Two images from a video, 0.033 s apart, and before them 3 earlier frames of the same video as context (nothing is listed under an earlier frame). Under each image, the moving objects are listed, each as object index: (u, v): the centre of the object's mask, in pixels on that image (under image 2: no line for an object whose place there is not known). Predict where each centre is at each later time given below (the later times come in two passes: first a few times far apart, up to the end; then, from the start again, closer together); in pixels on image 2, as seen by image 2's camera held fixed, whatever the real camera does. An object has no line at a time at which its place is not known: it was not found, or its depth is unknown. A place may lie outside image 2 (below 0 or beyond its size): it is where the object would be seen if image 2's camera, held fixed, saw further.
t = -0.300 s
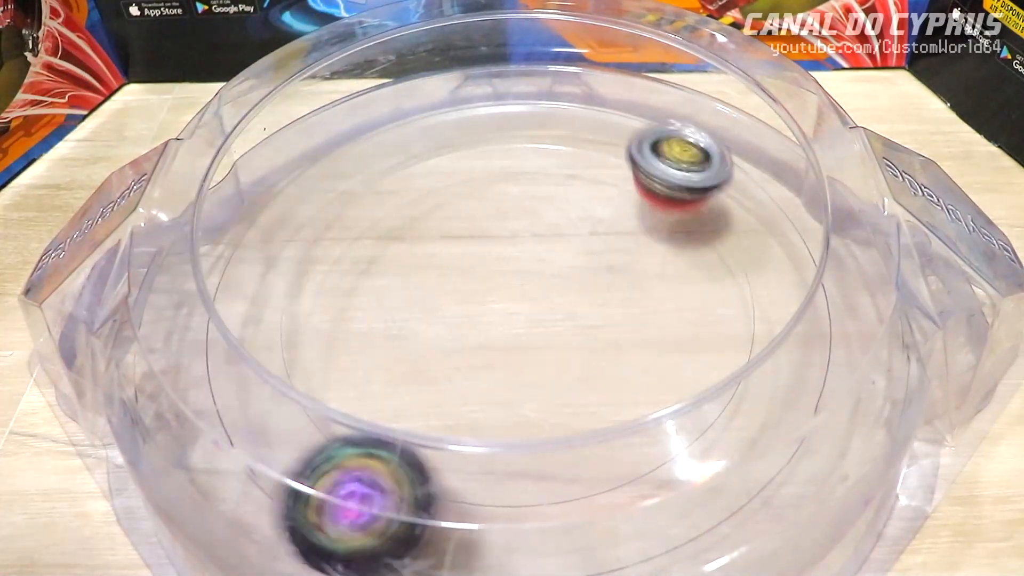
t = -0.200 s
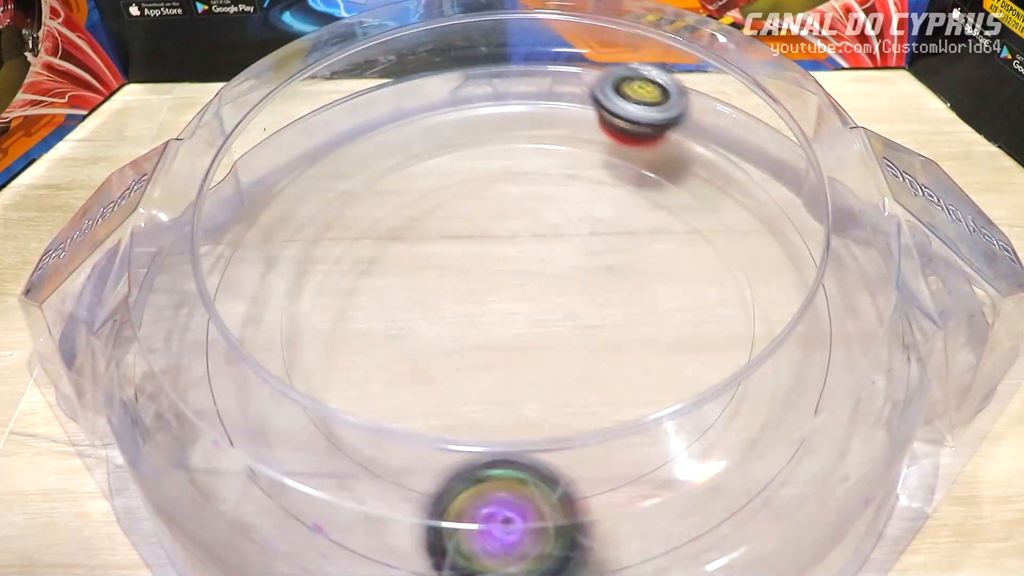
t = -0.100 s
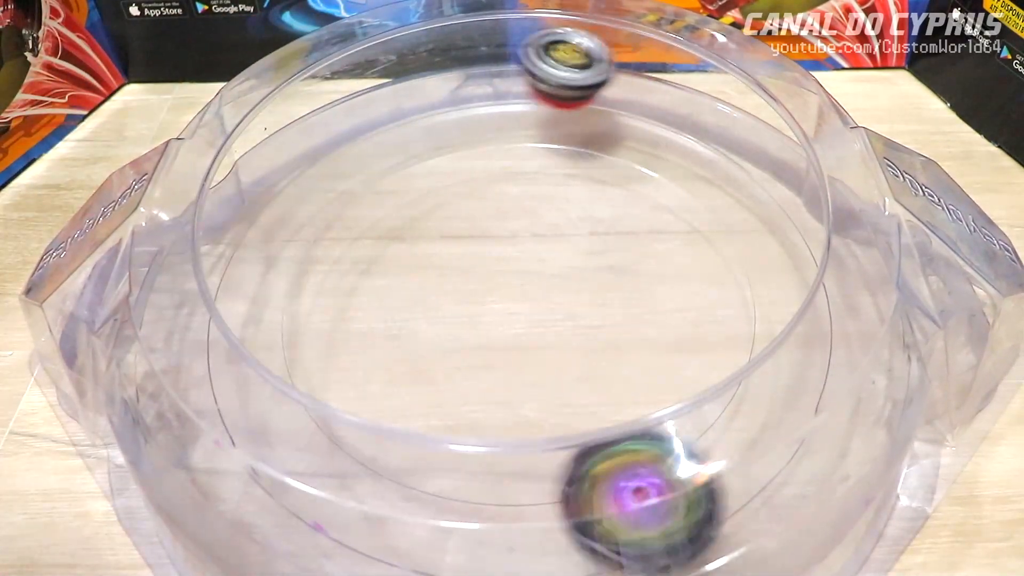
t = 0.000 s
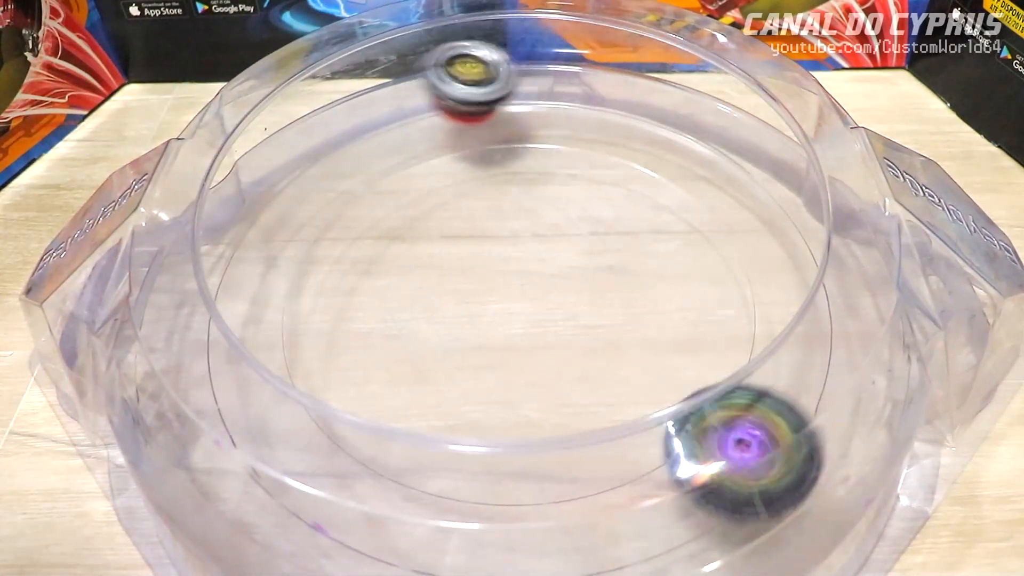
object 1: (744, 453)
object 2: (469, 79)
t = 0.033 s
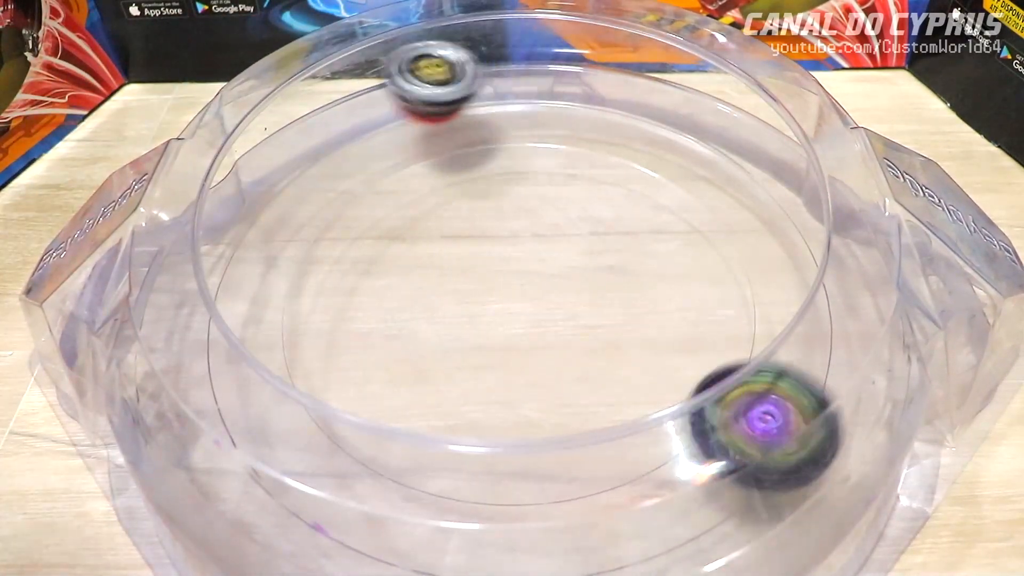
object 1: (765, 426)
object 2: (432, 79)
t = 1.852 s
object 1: (820, 284)
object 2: (262, 253)
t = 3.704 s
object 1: (245, 245)
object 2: (789, 440)
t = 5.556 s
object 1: (728, 312)
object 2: (630, 87)
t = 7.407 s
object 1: (273, 311)
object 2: (731, 132)
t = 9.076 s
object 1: (646, 187)
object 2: (644, 513)
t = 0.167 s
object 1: (816, 341)
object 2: (295, 126)
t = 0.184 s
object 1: (816, 330)
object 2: (284, 133)
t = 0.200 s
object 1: (818, 320)
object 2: (269, 137)
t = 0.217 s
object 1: (820, 310)
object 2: (270, 151)
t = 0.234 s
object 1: (820, 301)
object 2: (267, 158)
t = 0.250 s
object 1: (818, 290)
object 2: (264, 167)
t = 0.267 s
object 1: (814, 281)
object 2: (265, 179)
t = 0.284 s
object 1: (815, 272)
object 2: (265, 192)
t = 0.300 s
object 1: (814, 263)
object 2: (265, 199)
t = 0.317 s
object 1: (812, 255)
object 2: (266, 206)
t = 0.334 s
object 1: (809, 248)
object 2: (271, 219)
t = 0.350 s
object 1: (806, 240)
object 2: (274, 224)
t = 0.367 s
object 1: (803, 233)
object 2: (279, 233)
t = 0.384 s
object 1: (801, 226)
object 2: (286, 239)
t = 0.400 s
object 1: (798, 219)
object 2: (294, 249)
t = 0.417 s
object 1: (794, 214)
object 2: (303, 259)
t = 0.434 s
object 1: (781, 208)
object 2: (316, 269)
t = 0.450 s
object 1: (778, 202)
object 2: (327, 282)
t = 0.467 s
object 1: (776, 197)
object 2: (346, 295)
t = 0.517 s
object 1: (764, 181)
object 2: (409, 335)
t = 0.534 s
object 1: (760, 176)
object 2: (435, 346)
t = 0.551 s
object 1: (756, 171)
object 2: (464, 356)
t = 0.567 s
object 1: (752, 167)
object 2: (498, 364)
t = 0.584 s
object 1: (746, 163)
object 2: (531, 367)
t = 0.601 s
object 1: (740, 159)
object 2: (565, 369)
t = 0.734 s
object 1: (689, 132)
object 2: (792, 299)
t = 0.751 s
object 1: (682, 129)
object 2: (812, 288)
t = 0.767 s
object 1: (673, 126)
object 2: (829, 282)
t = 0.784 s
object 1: (666, 123)
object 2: (842, 264)
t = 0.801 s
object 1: (658, 122)
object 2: (846, 244)
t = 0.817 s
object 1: (651, 119)
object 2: (850, 234)
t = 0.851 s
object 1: (634, 116)
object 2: (850, 217)
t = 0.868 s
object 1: (626, 115)
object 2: (854, 201)
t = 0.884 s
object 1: (617, 113)
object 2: (861, 187)
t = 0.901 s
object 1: (609, 113)
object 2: (852, 183)
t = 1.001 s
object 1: (550, 112)
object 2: (778, 170)
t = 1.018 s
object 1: (537, 114)
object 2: (765, 169)
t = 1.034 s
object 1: (525, 115)
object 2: (753, 164)
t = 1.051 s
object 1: (512, 119)
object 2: (739, 162)
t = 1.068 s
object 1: (499, 123)
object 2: (725, 159)
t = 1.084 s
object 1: (486, 128)
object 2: (715, 153)
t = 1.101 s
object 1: (471, 135)
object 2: (701, 150)
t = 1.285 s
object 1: (343, 271)
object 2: (584, 84)
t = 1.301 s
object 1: (340, 290)
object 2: (574, 78)
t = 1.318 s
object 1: (340, 305)
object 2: (563, 74)
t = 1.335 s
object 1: (343, 326)
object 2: (551, 71)
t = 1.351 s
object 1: (350, 342)
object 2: (537, 72)
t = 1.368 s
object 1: (363, 357)
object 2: (521, 75)
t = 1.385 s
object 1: (377, 370)
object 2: (508, 76)
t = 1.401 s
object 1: (393, 379)
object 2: (492, 79)
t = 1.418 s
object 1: (407, 402)
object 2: (477, 80)
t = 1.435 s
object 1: (428, 415)
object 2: (464, 83)
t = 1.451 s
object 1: (451, 426)
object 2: (450, 84)
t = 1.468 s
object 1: (475, 433)
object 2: (438, 87)
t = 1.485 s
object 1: (503, 440)
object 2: (426, 89)
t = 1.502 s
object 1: (530, 452)
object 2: (414, 92)
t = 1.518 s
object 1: (558, 447)
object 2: (402, 94)
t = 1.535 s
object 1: (587, 446)
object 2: (391, 99)
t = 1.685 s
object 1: (785, 383)
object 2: (301, 157)
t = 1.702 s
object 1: (801, 375)
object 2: (293, 165)
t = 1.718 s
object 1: (812, 367)
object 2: (286, 173)
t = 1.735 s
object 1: (817, 355)
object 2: (280, 181)
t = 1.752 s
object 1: (818, 343)
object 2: (275, 191)
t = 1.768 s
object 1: (816, 331)
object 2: (270, 200)
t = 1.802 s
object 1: (819, 312)
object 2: (264, 219)
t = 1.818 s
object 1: (820, 302)
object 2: (262, 231)
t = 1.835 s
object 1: (820, 293)
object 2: (261, 241)
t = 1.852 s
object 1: (820, 284)
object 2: (262, 253)
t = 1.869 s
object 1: (823, 277)
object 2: (264, 264)
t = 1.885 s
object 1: (821, 269)
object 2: (265, 277)
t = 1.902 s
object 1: (817, 261)
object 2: (266, 290)
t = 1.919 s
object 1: (814, 253)
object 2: (271, 303)
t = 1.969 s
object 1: (802, 233)
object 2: (294, 345)
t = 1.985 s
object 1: (802, 227)
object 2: (307, 360)
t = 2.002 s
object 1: (799, 221)
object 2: (328, 376)
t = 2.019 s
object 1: (797, 217)
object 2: (345, 390)
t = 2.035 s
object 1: (793, 212)
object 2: (370, 406)
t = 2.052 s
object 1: (783, 208)
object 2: (396, 418)
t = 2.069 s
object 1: (782, 203)
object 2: (424, 429)
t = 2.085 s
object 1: (780, 199)
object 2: (462, 438)
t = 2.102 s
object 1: (779, 195)
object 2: (497, 444)
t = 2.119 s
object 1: (777, 192)
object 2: (532, 447)
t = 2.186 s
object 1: (768, 178)
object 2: (674, 429)
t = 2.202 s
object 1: (765, 175)
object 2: (706, 420)
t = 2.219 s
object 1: (763, 172)
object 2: (732, 412)
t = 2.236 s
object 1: (759, 169)
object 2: (763, 398)
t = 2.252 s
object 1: (756, 167)
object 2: (790, 385)
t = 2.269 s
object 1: (753, 164)
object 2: (814, 372)
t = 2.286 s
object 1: (749, 162)
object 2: (827, 355)
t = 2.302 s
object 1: (744, 160)
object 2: (834, 334)
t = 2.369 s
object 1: (727, 153)
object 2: (846, 259)
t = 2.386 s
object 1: (723, 151)
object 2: (850, 245)
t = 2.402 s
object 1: (718, 150)
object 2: (850, 230)
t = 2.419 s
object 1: (713, 149)
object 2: (848, 217)
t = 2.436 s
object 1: (709, 148)
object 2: (845, 199)
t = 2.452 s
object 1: (703, 147)
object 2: (845, 188)
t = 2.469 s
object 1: (697, 147)
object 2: (838, 178)
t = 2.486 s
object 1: (693, 146)
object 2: (825, 173)
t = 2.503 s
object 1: (687, 145)
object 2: (810, 168)
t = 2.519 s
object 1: (681, 145)
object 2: (794, 165)
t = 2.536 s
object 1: (666, 140)
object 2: (786, 165)
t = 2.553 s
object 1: (645, 134)
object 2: (783, 171)
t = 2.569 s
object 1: (624, 127)
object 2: (775, 178)
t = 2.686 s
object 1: (478, 103)
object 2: (741, 207)
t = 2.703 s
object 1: (459, 103)
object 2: (734, 213)
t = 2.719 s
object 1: (440, 102)
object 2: (726, 219)
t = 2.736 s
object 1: (423, 102)
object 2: (717, 224)
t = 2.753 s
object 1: (405, 103)
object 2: (707, 228)
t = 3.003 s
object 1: (263, 209)
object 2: (415, 271)
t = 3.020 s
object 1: (259, 215)
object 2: (393, 276)
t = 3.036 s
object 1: (248, 221)
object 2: (376, 280)
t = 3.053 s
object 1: (250, 225)
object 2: (360, 284)
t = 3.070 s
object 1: (247, 231)
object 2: (344, 292)
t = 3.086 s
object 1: (235, 237)
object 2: (330, 297)
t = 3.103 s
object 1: (235, 241)
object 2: (318, 303)
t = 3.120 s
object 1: (232, 247)
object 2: (312, 314)
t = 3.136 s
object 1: (227, 249)
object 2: (311, 326)
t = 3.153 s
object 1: (229, 248)
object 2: (316, 339)
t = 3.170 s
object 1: (235, 249)
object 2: (322, 350)
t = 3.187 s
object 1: (241, 249)
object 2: (320, 376)
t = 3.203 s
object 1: (251, 248)
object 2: (330, 399)
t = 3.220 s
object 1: (255, 250)
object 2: (341, 415)
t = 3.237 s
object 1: (254, 248)
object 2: (355, 435)
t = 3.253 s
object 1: (258, 248)
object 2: (368, 456)
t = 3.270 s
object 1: (260, 246)
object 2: (379, 480)
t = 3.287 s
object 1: (261, 245)
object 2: (390, 506)
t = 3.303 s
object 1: (263, 245)
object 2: (402, 520)
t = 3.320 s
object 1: (263, 244)
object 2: (424, 521)
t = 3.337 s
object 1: (263, 244)
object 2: (447, 524)
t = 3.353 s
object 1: (264, 243)
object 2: (470, 530)
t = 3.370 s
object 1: (263, 243)
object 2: (494, 536)
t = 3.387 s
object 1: (261, 242)
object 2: (512, 537)
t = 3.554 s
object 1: (249, 243)
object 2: (704, 514)
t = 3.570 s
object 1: (248, 243)
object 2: (717, 512)
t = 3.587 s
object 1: (247, 244)
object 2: (730, 505)
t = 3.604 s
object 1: (246, 243)
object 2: (739, 495)
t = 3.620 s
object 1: (234, 244)
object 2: (750, 486)
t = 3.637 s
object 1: (234, 243)
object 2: (760, 477)
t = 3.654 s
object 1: (233, 243)
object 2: (767, 468)
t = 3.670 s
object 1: (235, 244)
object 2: (776, 459)
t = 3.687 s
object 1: (245, 244)
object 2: (783, 450)
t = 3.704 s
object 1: (245, 245)
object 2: (789, 440)
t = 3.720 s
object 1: (245, 245)
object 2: (795, 431)
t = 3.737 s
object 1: (234, 246)
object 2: (800, 422)
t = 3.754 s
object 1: (235, 246)
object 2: (804, 410)
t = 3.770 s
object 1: (233, 245)
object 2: (806, 398)
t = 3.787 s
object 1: (233, 245)
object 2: (808, 387)
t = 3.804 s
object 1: (234, 243)
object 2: (807, 374)
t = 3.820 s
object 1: (234, 242)
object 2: (804, 357)
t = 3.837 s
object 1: (246, 239)
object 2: (804, 346)
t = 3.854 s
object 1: (246, 239)
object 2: (801, 332)
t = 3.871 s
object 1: (248, 236)
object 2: (798, 317)
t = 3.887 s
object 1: (242, 235)
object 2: (792, 305)
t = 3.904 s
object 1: (251, 232)
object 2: (786, 294)
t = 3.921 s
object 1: (253, 230)
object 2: (778, 281)
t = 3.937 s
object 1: (256, 228)
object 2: (769, 271)
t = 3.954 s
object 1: (259, 226)
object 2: (763, 260)
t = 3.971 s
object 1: (263, 225)
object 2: (753, 250)
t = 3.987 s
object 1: (269, 224)
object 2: (741, 242)
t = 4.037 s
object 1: (284, 221)
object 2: (697, 210)
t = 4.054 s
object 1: (289, 221)
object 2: (681, 200)
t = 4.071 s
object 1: (294, 220)
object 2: (662, 189)
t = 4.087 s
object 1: (299, 222)
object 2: (642, 180)
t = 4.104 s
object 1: (306, 223)
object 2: (622, 171)
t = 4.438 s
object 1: (564, 311)
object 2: (184, 222)
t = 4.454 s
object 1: (580, 305)
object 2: (165, 235)
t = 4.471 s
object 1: (597, 297)
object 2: (150, 251)
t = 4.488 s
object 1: (610, 289)
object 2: (144, 266)
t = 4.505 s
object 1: (623, 279)
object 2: (138, 282)
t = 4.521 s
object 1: (632, 269)
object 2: (138, 297)
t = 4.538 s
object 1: (640, 261)
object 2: (141, 304)
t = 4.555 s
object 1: (646, 249)
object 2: (157, 318)
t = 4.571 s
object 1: (649, 241)
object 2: (171, 326)
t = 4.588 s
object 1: (653, 231)
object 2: (175, 335)
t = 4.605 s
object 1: (654, 223)
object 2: (181, 345)
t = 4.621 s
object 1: (655, 213)
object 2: (189, 356)
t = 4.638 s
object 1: (655, 206)
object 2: (201, 367)
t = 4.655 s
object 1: (655, 199)
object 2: (207, 378)
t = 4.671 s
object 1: (653, 192)
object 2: (217, 393)
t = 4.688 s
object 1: (653, 185)
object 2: (230, 404)
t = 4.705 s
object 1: (648, 179)
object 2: (247, 418)
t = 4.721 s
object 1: (646, 175)
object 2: (268, 434)
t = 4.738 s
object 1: (639, 171)
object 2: (286, 442)
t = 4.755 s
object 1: (635, 167)
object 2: (305, 453)
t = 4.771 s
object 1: (628, 163)
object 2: (324, 462)
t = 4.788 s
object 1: (622, 160)
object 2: (344, 471)
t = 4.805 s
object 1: (614, 157)
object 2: (363, 475)
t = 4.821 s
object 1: (607, 154)
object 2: (387, 480)
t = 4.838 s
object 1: (598, 153)
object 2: (409, 485)
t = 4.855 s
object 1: (589, 152)
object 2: (430, 487)
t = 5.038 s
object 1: (464, 196)
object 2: (668, 433)
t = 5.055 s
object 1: (453, 208)
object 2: (686, 422)
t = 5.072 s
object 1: (445, 218)
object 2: (701, 414)
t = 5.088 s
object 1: (436, 231)
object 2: (716, 395)
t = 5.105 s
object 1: (432, 244)
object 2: (728, 378)
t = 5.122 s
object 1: (427, 260)
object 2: (740, 363)
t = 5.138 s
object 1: (426, 274)
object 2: (750, 351)
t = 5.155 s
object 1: (425, 289)
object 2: (759, 334)
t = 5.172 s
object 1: (429, 306)
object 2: (767, 319)
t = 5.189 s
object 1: (433, 319)
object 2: (771, 308)
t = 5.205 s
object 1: (442, 335)
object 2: (775, 293)
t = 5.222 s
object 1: (451, 346)
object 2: (779, 279)
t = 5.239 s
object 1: (463, 359)
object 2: (780, 265)
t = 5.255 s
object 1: (477, 369)
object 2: (780, 252)
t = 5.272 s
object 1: (492, 379)
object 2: (777, 238)
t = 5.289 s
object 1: (509, 385)
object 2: (775, 225)
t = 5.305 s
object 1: (526, 390)
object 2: (772, 212)
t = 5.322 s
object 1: (543, 392)
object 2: (769, 199)
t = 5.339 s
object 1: (560, 393)
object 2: (765, 189)
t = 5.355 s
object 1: (577, 391)
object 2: (760, 177)
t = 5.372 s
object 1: (595, 390)
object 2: (754, 167)
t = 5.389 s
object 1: (611, 386)
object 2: (747, 157)
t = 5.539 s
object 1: (722, 322)
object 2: (650, 91)
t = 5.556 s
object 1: (728, 312)
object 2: (630, 87)
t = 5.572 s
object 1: (732, 302)
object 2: (612, 84)
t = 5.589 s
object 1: (731, 290)
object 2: (592, 81)
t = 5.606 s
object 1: (730, 280)
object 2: (572, 78)
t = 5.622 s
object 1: (724, 269)
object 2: (554, 77)
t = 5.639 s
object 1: (720, 259)
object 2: (534, 74)
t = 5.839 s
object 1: (528, 191)
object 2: (284, 160)
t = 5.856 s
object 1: (507, 192)
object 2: (267, 176)
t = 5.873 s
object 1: (487, 197)
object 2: (252, 193)
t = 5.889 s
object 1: (466, 201)
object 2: (238, 211)
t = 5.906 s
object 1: (447, 208)
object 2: (226, 232)
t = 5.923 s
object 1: (429, 215)
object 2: (216, 255)
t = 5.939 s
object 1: (411, 225)
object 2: (211, 281)
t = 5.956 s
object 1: (394, 233)
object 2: (209, 308)
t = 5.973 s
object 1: (378, 245)
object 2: (210, 334)
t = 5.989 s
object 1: (364, 256)
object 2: (216, 362)
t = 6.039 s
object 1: (332, 296)
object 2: (270, 445)
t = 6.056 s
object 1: (327, 309)
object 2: (296, 470)
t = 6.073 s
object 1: (322, 324)
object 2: (328, 492)
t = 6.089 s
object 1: (321, 337)
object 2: (365, 506)
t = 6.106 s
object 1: (325, 349)
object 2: (406, 515)
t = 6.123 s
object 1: (331, 358)
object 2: (450, 522)
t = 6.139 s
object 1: (331, 377)
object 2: (498, 526)
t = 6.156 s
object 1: (337, 389)
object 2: (542, 524)
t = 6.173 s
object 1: (347, 404)
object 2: (589, 521)
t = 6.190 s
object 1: (358, 414)
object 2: (634, 514)
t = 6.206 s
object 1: (374, 424)
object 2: (673, 499)
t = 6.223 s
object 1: (388, 430)
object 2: (707, 481)
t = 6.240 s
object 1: (406, 447)
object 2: (739, 456)
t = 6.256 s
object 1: (423, 452)
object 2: (769, 433)
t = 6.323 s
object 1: (498, 460)
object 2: (821, 330)
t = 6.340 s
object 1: (518, 458)
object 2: (827, 300)
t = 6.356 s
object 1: (537, 455)
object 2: (829, 275)
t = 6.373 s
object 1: (557, 453)
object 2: (823, 250)
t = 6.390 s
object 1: (574, 438)
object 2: (814, 228)
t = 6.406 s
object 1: (592, 431)
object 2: (801, 206)
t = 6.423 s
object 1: (606, 422)
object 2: (789, 186)
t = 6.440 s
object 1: (625, 411)
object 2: (771, 168)
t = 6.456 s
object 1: (631, 386)
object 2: (755, 150)
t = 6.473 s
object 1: (643, 376)
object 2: (734, 134)
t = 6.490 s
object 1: (656, 367)
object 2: (712, 120)
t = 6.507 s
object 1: (666, 353)
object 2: (688, 106)
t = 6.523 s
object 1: (672, 337)
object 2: (666, 97)
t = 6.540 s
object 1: (672, 321)
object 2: (640, 88)
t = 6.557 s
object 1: (673, 305)
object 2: (615, 83)
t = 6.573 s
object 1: (670, 288)
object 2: (588, 78)
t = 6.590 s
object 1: (665, 273)
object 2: (561, 74)
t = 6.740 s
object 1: (547, 168)
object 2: (327, 128)
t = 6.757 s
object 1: (530, 162)
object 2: (305, 142)
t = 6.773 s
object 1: (509, 158)
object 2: (280, 160)
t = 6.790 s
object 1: (491, 154)
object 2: (264, 181)
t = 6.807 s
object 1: (471, 152)
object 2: (252, 202)
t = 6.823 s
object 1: (452, 151)
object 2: (233, 222)
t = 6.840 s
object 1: (433, 152)
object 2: (222, 245)
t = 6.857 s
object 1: (415, 154)
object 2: (212, 267)
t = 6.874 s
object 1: (398, 156)
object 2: (208, 295)
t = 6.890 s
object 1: (381, 162)
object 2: (210, 326)
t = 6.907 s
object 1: (366, 166)
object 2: (217, 351)
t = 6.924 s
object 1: (350, 173)
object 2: (225, 382)
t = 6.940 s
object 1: (337, 181)
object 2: (243, 409)
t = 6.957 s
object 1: (323, 190)
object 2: (266, 435)
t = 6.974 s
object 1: (312, 198)
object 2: (294, 461)
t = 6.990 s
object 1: (301, 207)
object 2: (325, 486)
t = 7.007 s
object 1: (291, 216)
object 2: (364, 503)
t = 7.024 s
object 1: (284, 224)
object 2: (404, 515)
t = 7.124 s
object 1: (254, 262)
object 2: (672, 495)
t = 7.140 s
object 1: (250, 267)
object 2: (707, 478)
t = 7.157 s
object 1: (248, 271)
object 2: (736, 461)
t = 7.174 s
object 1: (247, 275)
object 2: (766, 436)
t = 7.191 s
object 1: (244, 279)
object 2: (786, 412)
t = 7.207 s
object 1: (245, 282)
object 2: (802, 386)
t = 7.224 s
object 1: (254, 283)
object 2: (815, 361)
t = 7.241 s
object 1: (245, 289)
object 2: (820, 335)
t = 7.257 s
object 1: (245, 293)
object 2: (827, 309)
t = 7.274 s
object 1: (258, 293)
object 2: (829, 285)
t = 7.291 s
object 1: (249, 299)
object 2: (825, 262)
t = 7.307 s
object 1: (251, 303)
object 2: (820, 241)
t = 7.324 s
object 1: (254, 304)
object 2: (810, 218)
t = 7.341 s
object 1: (256, 308)
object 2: (799, 201)
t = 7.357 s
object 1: (259, 309)
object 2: (780, 184)
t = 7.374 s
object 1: (270, 308)
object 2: (768, 164)
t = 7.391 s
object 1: (271, 309)
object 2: (752, 149)
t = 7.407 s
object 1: (273, 311)
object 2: (731, 132)
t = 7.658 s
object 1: (356, 357)
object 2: (361, 107)
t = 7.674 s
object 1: (373, 362)
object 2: (336, 123)
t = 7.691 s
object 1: (387, 365)
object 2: (313, 135)
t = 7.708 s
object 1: (406, 367)
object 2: (293, 154)
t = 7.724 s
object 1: (424, 369)
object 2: (274, 171)
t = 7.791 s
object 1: (509, 356)
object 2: (219, 252)
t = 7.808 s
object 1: (528, 349)
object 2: (211, 280)
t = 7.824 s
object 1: (548, 339)
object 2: (211, 306)
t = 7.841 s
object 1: (566, 330)
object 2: (211, 333)
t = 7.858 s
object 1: (581, 316)
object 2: (220, 358)
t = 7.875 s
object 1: (594, 303)
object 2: (231, 387)
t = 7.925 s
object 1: (617, 258)
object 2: (296, 464)
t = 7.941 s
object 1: (619, 242)
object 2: (321, 484)
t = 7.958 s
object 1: (620, 226)
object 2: (357, 502)
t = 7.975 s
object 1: (618, 212)
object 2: (398, 513)
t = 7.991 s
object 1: (616, 199)
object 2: (439, 521)
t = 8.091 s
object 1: (581, 139)
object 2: (681, 494)
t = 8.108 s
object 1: (572, 132)
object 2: (713, 478)
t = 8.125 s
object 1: (565, 126)
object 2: (742, 454)
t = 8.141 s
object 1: (555, 122)
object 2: (768, 436)
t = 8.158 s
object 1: (545, 118)
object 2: (788, 413)
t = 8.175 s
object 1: (536, 116)
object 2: (803, 390)
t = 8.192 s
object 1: (525, 114)
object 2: (816, 366)
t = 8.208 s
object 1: (516, 113)
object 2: (825, 340)
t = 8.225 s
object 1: (505, 113)
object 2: (828, 315)
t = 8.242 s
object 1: (496, 114)
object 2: (831, 292)
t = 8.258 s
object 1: (487, 116)
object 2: (829, 267)
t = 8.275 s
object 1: (478, 118)
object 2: (824, 247)
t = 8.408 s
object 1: (410, 173)
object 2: (698, 110)
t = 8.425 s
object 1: (404, 185)
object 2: (675, 99)
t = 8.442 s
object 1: (399, 196)
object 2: (651, 92)
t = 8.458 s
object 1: (398, 210)
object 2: (626, 85)
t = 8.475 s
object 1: (396, 226)
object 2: (603, 79)
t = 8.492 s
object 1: (397, 239)
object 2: (577, 74)
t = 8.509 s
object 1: (399, 255)
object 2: (551, 72)
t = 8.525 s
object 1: (402, 272)
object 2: (526, 71)
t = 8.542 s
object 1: (411, 290)
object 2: (501, 72)
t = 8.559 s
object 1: (421, 306)
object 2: (476, 74)
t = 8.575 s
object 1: (435, 320)
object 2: (451, 77)
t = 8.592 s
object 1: (450, 336)
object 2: (428, 82)
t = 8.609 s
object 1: (468, 345)
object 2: (405, 90)
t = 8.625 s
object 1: (491, 355)
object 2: (381, 100)
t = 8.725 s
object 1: (626, 362)
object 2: (260, 185)
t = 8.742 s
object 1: (647, 355)
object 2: (245, 203)
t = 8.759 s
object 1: (668, 348)
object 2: (232, 223)
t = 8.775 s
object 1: (685, 340)
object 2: (221, 246)
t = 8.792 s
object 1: (701, 330)
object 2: (215, 267)
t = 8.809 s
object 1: (714, 320)
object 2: (209, 291)
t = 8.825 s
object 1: (725, 311)
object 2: (211, 319)
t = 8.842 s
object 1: (735, 300)
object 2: (213, 343)
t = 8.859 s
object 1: (741, 289)
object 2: (221, 373)
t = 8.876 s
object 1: (743, 278)
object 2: (235, 395)
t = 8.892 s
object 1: (745, 268)
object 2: (254, 425)
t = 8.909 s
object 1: (739, 257)
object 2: (274, 450)
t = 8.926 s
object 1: (735, 248)
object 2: (298, 470)
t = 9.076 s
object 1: (646, 187)
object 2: (644, 513)
